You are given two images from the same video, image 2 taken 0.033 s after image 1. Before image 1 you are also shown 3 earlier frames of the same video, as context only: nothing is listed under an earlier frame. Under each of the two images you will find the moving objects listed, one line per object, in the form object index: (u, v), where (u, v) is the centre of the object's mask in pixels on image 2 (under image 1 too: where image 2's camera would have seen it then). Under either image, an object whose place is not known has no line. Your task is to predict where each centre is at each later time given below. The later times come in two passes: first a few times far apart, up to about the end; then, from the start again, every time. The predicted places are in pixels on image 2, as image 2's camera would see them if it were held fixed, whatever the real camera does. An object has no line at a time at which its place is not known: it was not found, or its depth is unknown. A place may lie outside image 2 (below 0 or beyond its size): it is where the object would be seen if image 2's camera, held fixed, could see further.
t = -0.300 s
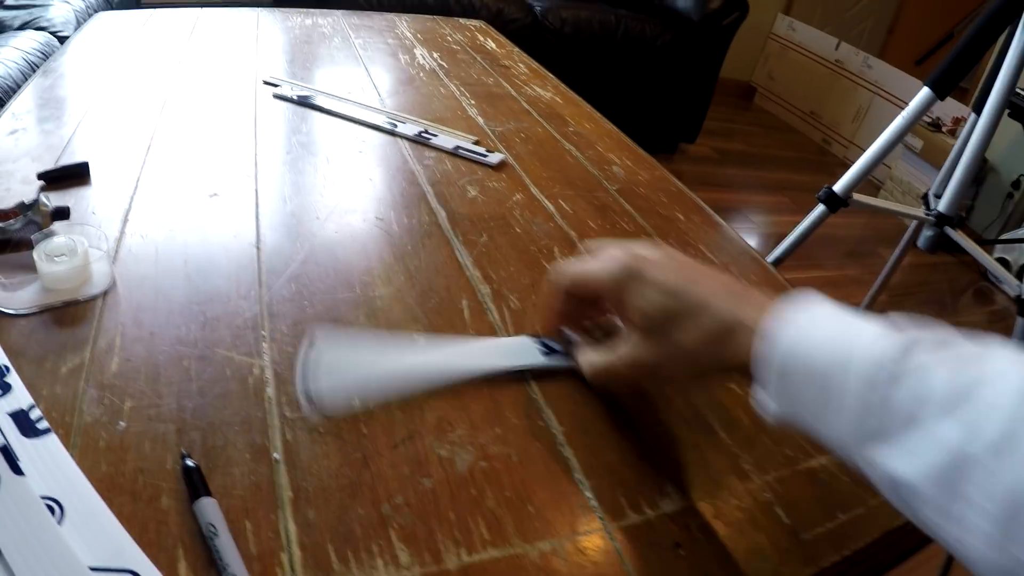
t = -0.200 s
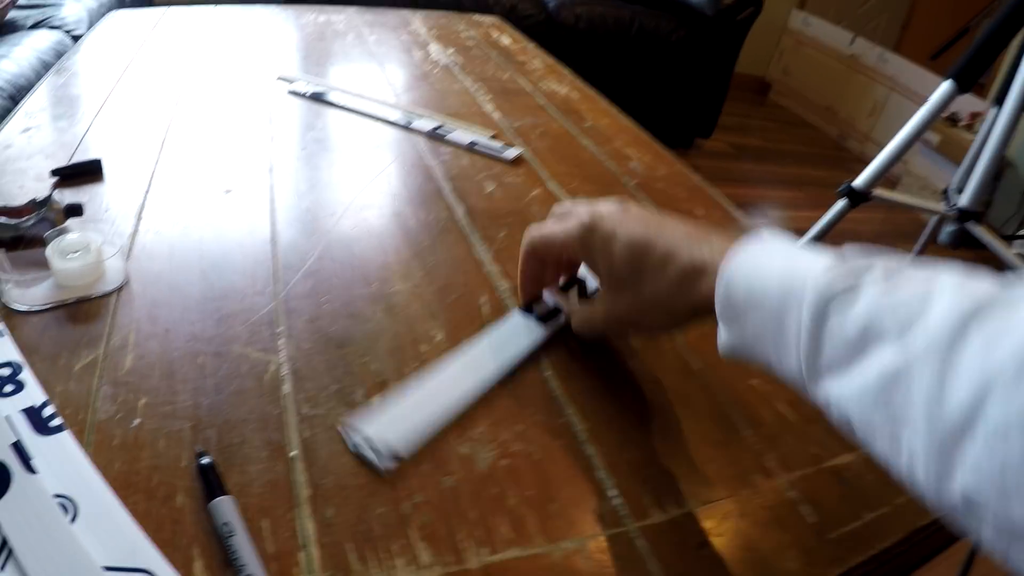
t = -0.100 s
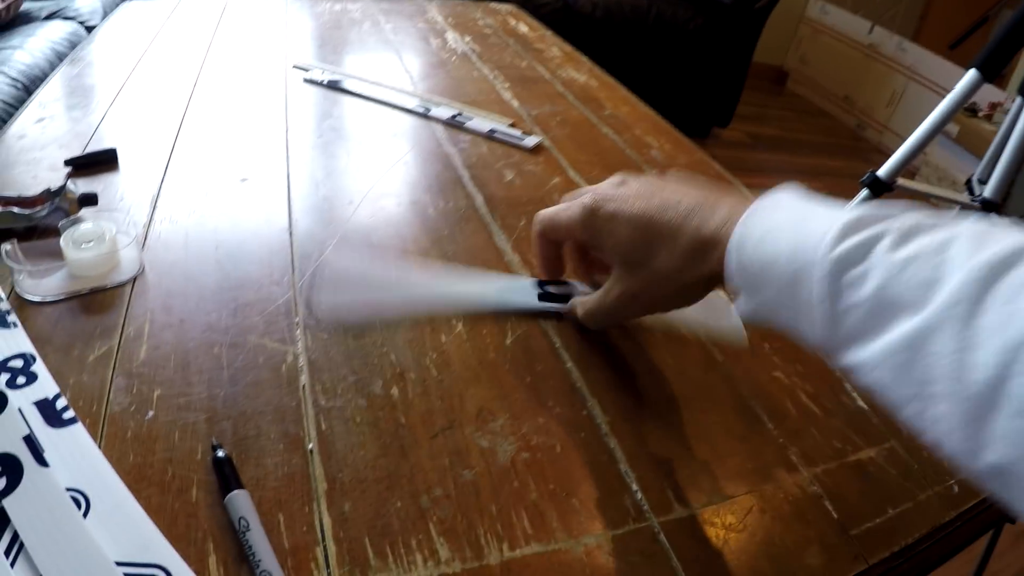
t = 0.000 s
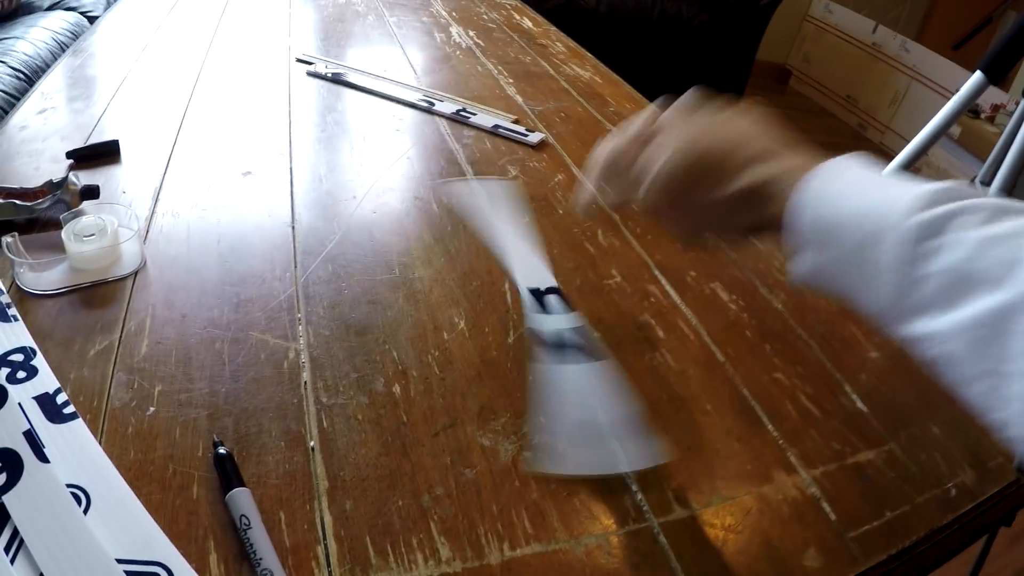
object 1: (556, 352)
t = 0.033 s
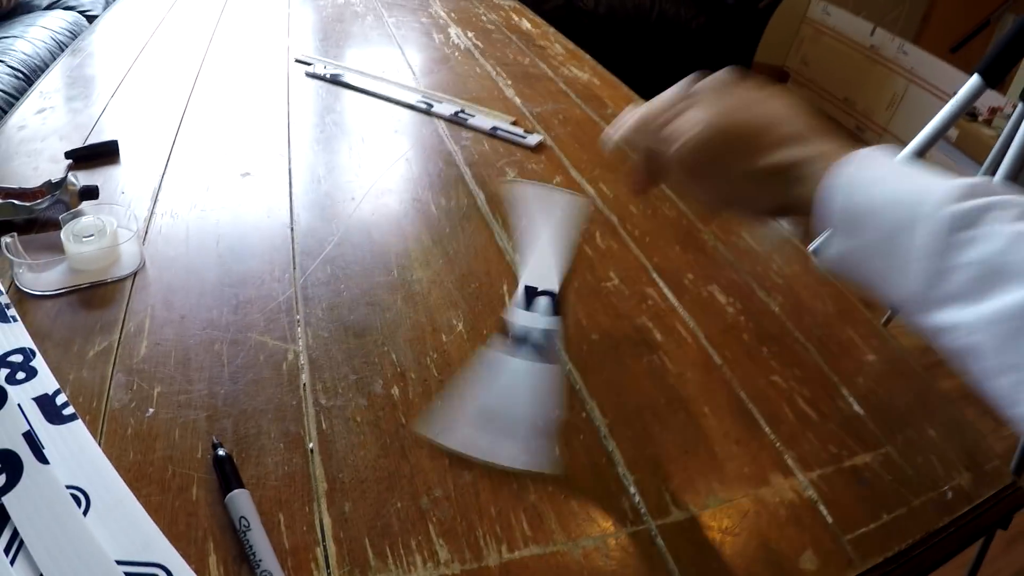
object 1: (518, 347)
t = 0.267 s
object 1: (571, 350)
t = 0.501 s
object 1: (526, 285)
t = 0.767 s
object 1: (527, 327)
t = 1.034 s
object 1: (501, 292)
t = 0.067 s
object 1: (493, 322)
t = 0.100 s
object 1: (496, 298)
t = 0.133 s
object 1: (529, 286)
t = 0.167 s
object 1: (560, 292)
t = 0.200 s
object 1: (588, 313)
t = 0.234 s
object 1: (591, 336)
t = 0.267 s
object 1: (571, 350)
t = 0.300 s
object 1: (542, 353)
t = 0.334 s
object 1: (513, 345)
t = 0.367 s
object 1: (493, 329)
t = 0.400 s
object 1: (484, 312)
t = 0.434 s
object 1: (492, 296)
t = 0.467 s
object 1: (516, 287)
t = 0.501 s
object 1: (526, 285)
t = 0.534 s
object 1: (547, 289)
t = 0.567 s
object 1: (564, 298)
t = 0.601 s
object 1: (566, 303)
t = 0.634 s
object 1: (571, 315)
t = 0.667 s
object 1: (563, 320)
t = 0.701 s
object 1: (554, 327)
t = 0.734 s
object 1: (540, 325)
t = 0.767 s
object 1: (527, 327)
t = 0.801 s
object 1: (514, 319)
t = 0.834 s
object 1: (506, 315)
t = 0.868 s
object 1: (501, 310)
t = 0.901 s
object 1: (500, 303)
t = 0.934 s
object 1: (499, 299)
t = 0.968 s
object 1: (498, 297)
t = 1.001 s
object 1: (501, 294)
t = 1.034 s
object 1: (501, 292)
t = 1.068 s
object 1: (503, 289)
